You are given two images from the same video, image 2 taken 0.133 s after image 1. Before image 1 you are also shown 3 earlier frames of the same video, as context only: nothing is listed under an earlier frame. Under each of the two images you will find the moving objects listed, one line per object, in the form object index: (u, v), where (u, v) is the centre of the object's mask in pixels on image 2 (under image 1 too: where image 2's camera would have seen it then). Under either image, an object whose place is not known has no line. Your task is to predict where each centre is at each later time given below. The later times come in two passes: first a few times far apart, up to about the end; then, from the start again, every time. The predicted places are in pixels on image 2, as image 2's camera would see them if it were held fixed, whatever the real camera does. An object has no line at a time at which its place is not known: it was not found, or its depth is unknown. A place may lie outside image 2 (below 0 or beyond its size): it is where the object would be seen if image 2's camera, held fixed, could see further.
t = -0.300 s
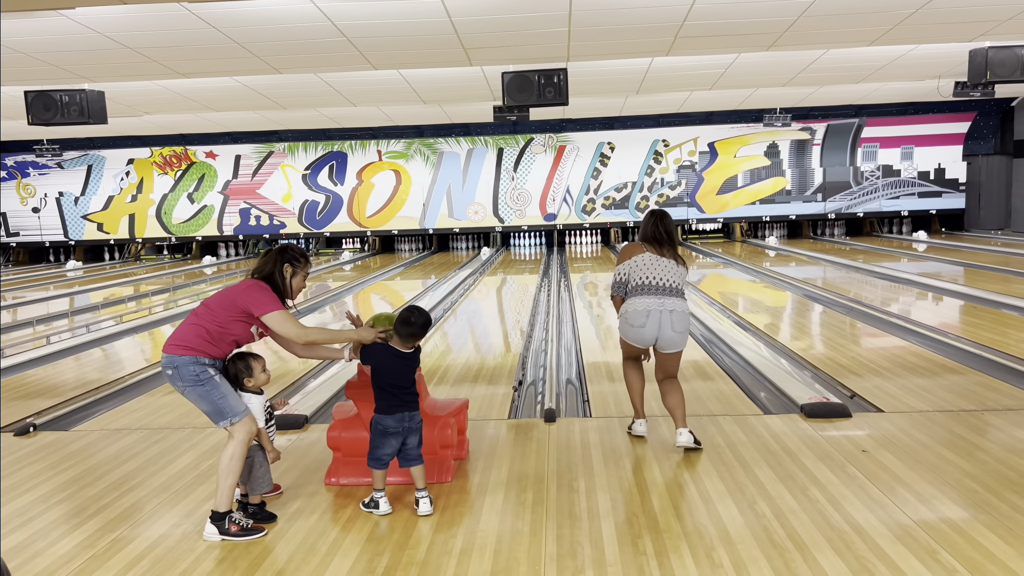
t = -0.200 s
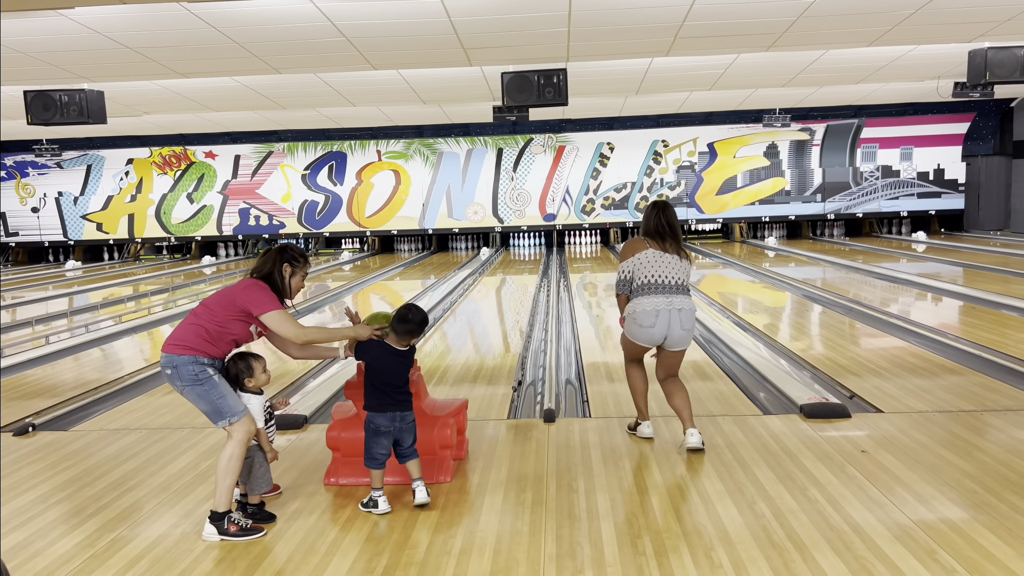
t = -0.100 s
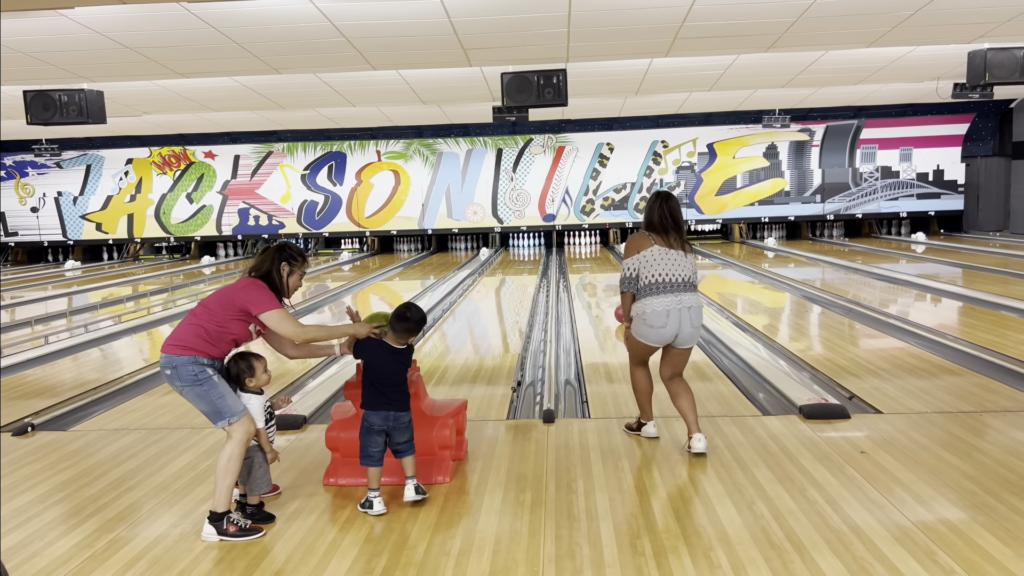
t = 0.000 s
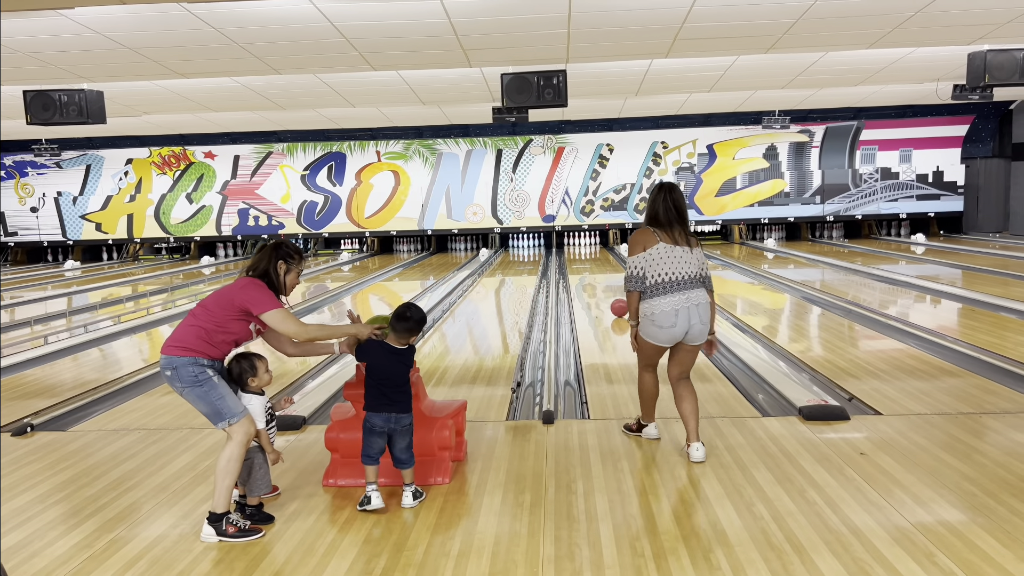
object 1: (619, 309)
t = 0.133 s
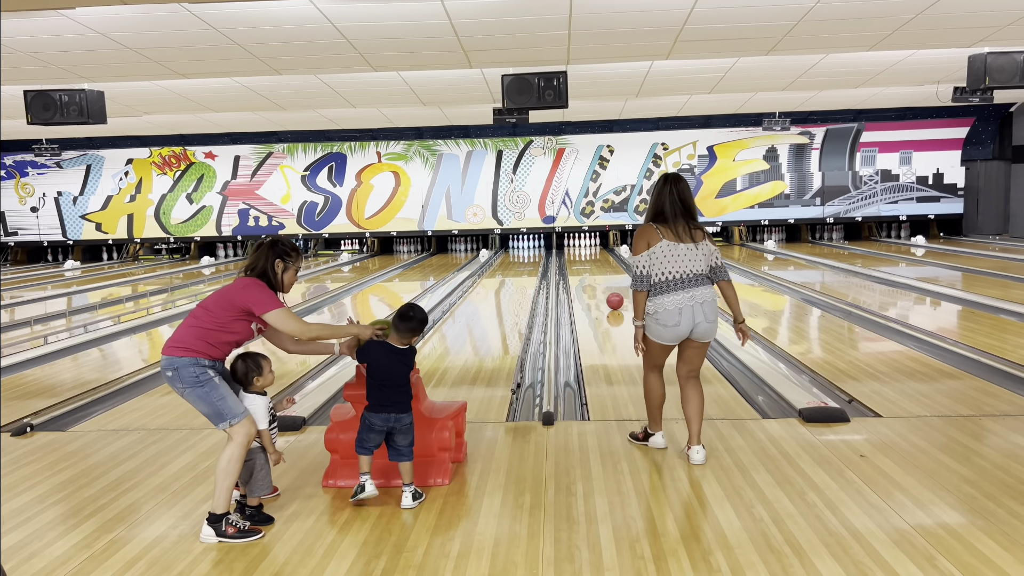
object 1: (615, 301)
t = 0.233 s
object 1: (612, 296)
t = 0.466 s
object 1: (606, 285)
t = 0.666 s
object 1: (601, 279)
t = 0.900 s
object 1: (597, 272)
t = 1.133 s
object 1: (594, 266)
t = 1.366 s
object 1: (591, 261)
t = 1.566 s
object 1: (589, 258)
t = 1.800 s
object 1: (587, 254)
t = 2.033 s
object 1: (586, 251)
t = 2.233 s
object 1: (586, 249)
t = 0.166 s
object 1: (614, 299)
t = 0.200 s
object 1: (613, 298)
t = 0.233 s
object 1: (612, 296)
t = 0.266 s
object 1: (611, 294)
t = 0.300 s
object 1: (610, 293)
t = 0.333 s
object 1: (609, 291)
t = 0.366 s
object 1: (608, 290)
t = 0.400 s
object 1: (607, 288)
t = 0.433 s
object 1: (606, 287)
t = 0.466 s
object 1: (606, 285)
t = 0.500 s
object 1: (605, 284)
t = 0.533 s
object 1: (604, 283)
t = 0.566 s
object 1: (603, 282)
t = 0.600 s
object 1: (603, 281)
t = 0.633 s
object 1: (602, 280)
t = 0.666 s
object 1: (601, 279)
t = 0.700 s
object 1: (601, 278)
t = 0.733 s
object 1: (600, 277)
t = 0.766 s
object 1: (599, 276)
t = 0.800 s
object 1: (599, 275)
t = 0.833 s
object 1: (598, 274)
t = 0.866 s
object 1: (598, 273)
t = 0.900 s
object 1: (597, 272)
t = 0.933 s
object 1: (596, 271)
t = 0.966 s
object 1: (596, 270)
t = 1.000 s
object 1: (596, 269)
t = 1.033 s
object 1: (595, 269)
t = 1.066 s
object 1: (595, 268)
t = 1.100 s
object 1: (594, 267)
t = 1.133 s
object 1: (594, 266)
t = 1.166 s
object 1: (593, 266)
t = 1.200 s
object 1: (593, 265)
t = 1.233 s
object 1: (592, 264)
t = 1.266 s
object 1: (592, 263)
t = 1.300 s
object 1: (592, 263)
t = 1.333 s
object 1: (591, 262)
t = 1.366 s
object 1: (591, 261)
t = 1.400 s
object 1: (590, 260)
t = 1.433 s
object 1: (590, 260)
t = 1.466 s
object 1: (590, 259)
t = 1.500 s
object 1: (589, 259)
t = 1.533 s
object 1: (589, 258)
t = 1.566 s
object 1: (589, 258)
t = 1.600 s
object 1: (589, 257)
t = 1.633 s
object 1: (588, 257)
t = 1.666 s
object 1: (588, 256)
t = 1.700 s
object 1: (588, 256)
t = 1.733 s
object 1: (587, 255)
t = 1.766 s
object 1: (587, 254)
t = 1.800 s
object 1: (587, 254)
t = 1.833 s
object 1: (587, 254)
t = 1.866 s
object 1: (587, 253)
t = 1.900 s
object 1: (587, 253)
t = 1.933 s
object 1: (587, 252)
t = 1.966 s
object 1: (587, 252)
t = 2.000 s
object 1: (587, 252)
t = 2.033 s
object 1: (586, 251)
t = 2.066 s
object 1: (586, 251)
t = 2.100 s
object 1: (586, 251)
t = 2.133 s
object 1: (586, 250)
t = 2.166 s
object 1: (586, 250)
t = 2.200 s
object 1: (586, 250)
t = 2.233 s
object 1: (586, 249)
